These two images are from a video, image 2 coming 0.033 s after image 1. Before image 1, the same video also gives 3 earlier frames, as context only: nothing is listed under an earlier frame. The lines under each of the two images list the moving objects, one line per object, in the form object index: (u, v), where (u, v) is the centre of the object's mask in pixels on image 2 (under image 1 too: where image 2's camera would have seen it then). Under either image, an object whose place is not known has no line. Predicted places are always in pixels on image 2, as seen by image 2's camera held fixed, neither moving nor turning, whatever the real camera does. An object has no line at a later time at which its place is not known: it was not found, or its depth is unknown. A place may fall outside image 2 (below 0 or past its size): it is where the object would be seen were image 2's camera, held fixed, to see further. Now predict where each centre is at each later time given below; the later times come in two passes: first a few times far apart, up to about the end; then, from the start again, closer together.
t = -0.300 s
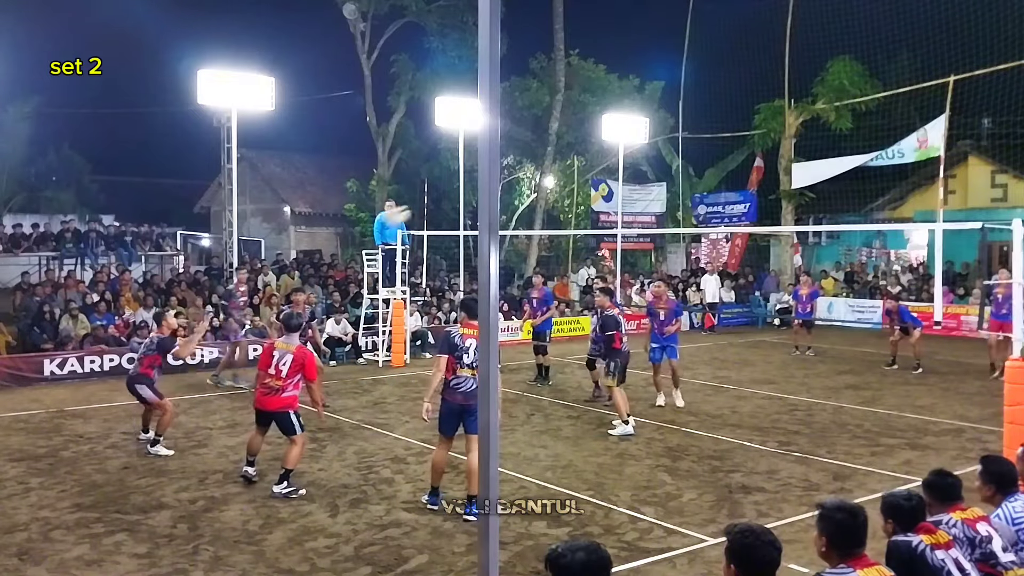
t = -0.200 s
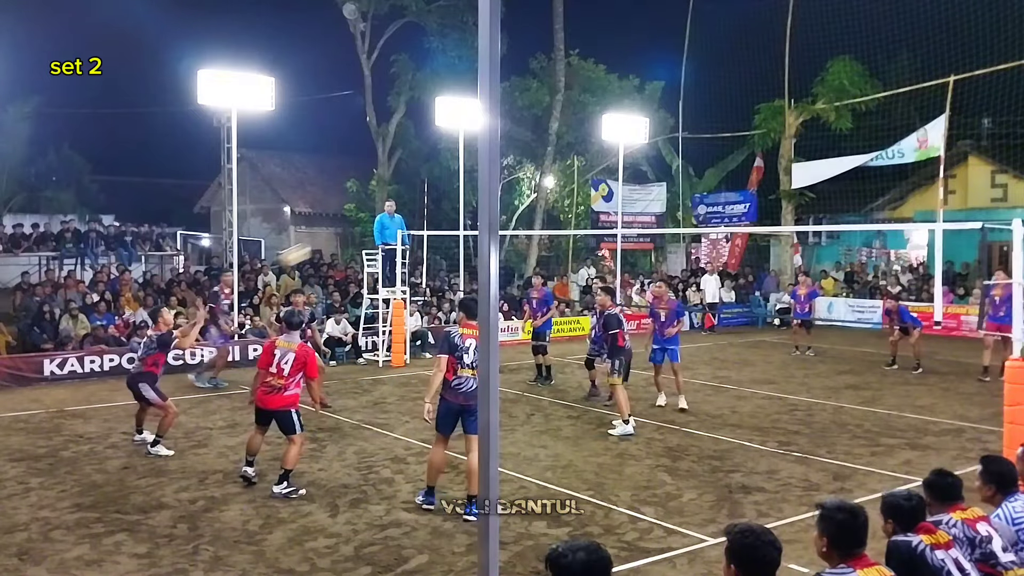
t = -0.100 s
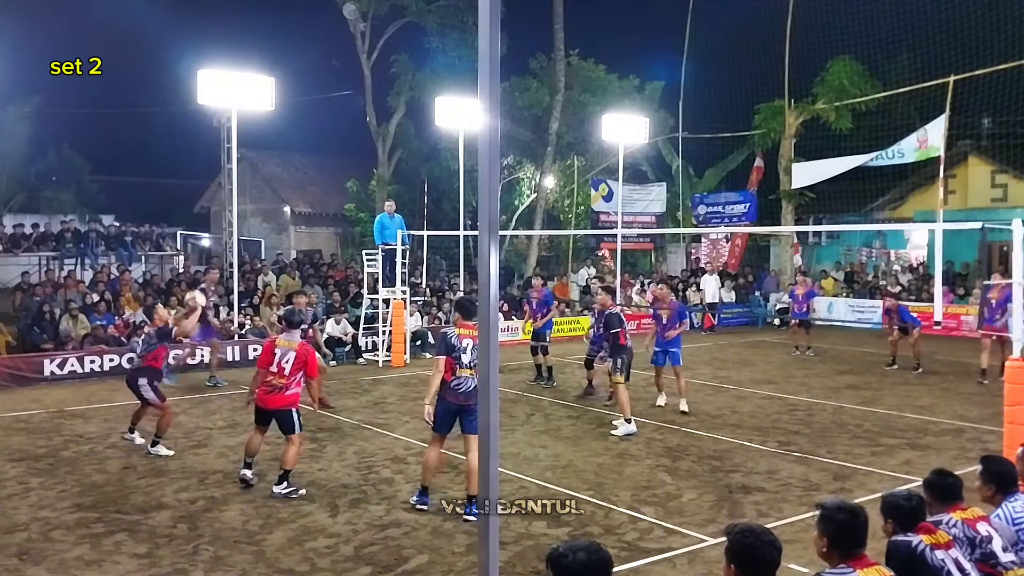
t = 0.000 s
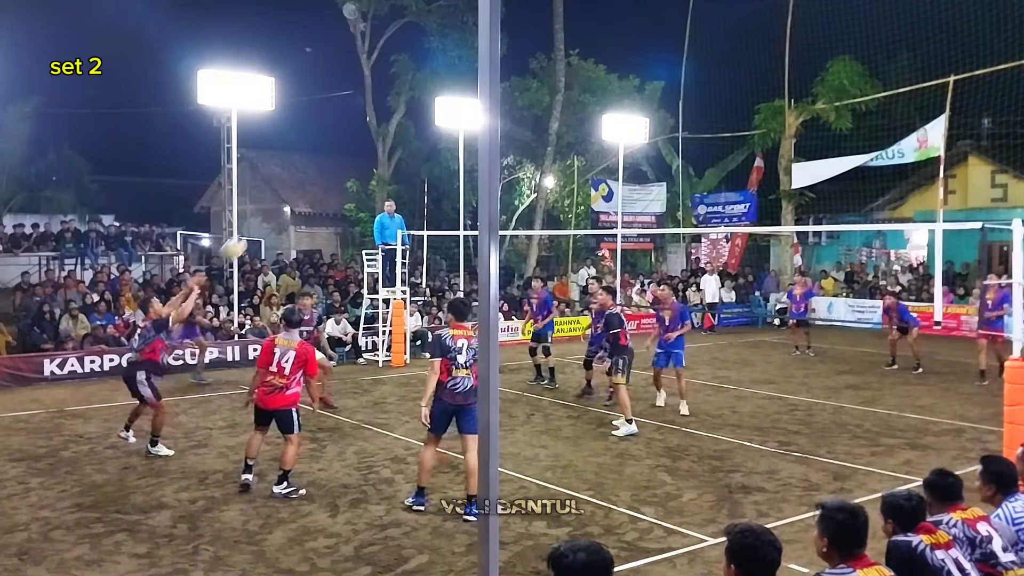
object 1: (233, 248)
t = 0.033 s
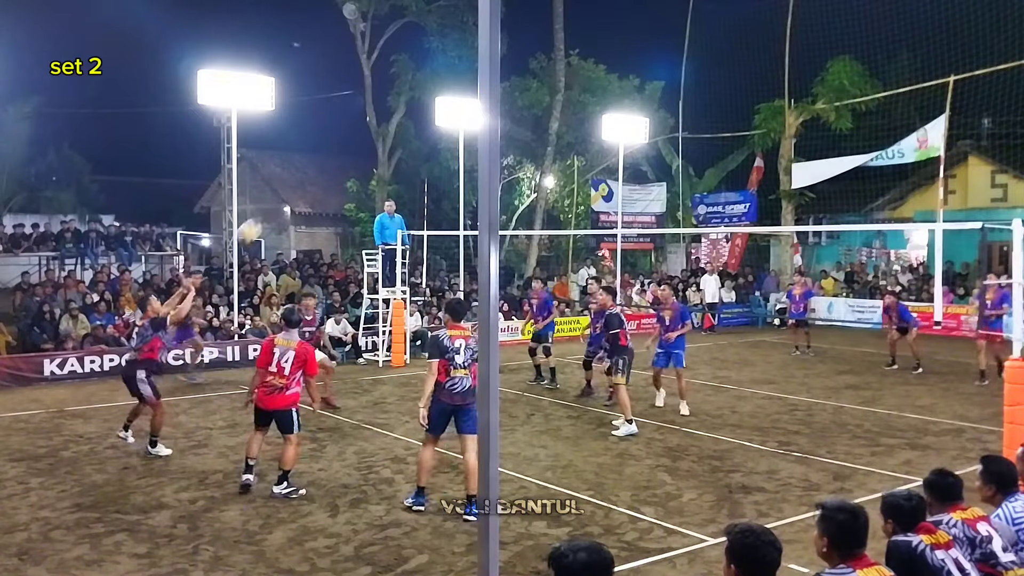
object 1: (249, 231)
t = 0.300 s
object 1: (359, 146)
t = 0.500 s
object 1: (433, 128)
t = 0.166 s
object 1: (306, 180)
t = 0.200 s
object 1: (319, 170)
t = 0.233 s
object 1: (333, 161)
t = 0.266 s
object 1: (346, 153)
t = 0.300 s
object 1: (359, 146)
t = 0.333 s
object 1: (373, 141)
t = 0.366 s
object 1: (386, 136)
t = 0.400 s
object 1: (398, 133)
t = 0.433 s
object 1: (410, 130)
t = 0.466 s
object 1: (423, 128)
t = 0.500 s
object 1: (433, 128)
